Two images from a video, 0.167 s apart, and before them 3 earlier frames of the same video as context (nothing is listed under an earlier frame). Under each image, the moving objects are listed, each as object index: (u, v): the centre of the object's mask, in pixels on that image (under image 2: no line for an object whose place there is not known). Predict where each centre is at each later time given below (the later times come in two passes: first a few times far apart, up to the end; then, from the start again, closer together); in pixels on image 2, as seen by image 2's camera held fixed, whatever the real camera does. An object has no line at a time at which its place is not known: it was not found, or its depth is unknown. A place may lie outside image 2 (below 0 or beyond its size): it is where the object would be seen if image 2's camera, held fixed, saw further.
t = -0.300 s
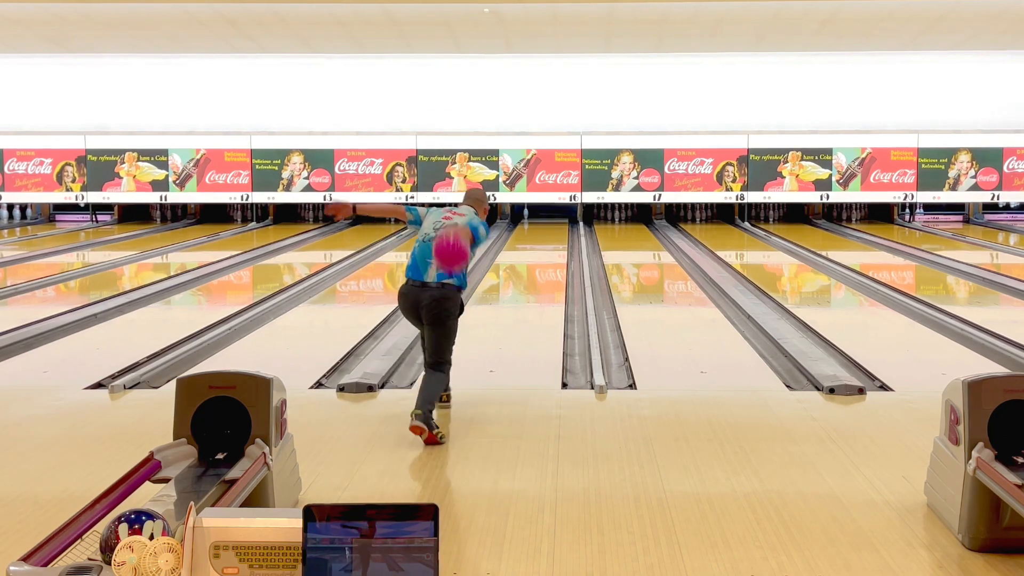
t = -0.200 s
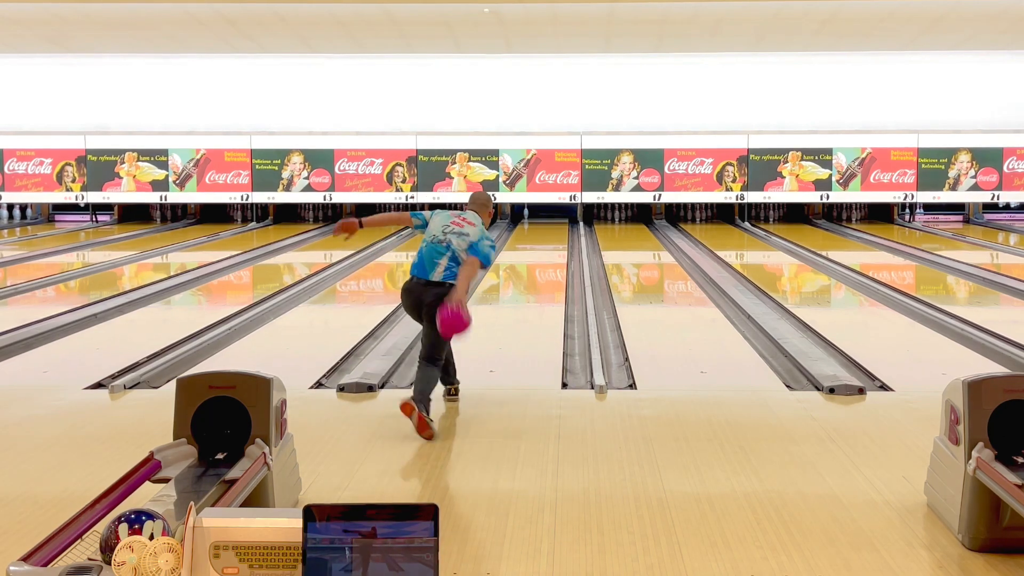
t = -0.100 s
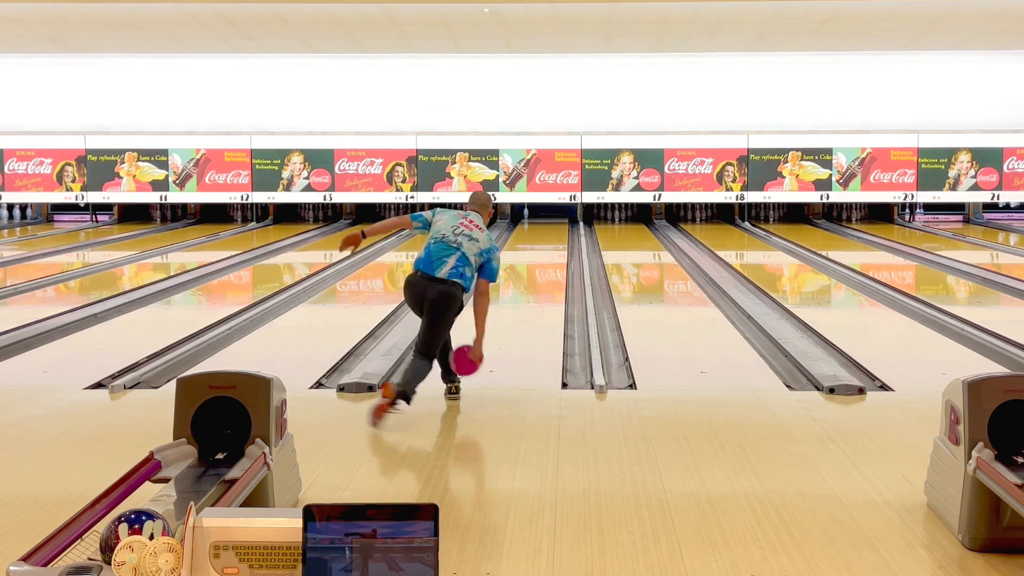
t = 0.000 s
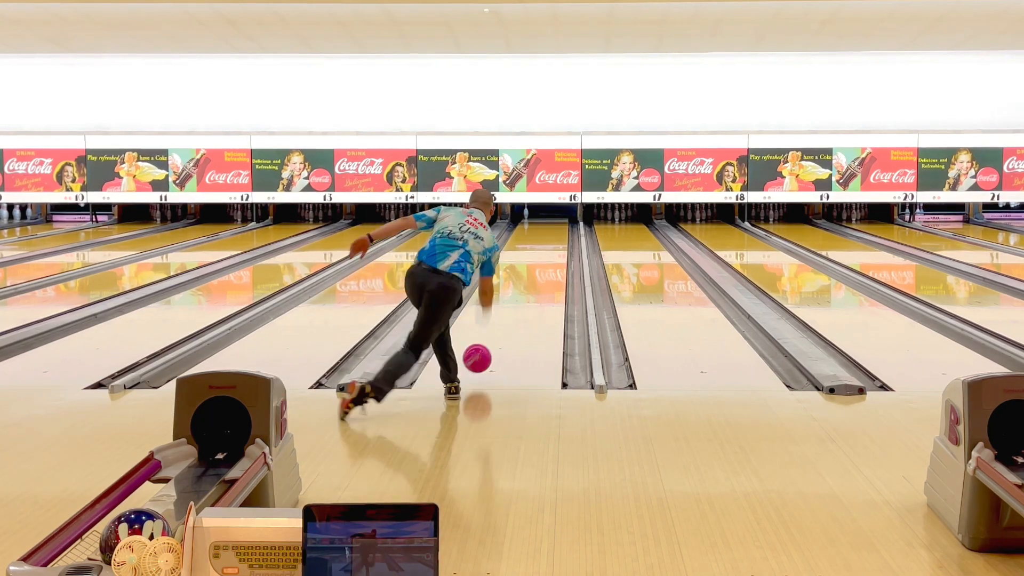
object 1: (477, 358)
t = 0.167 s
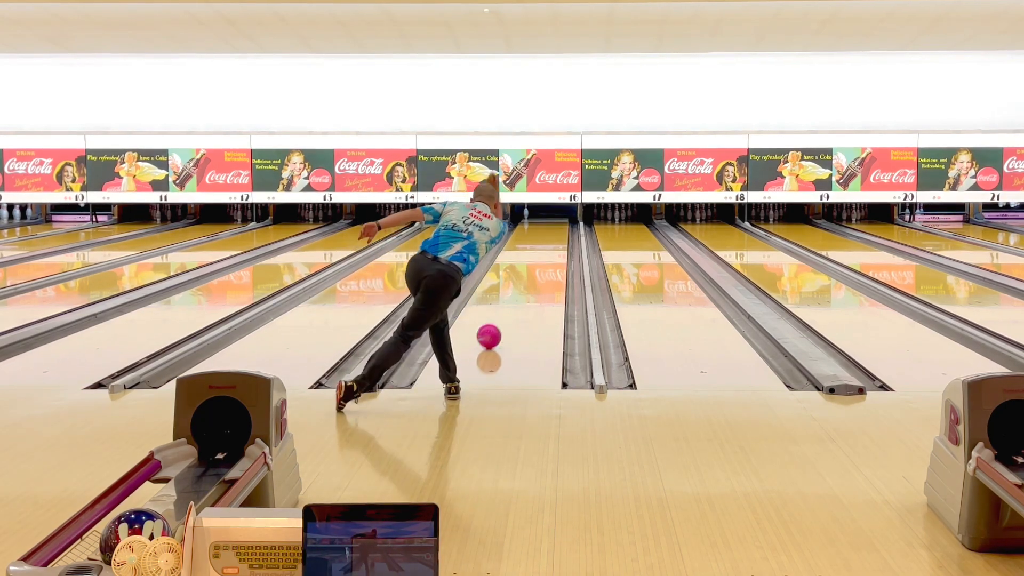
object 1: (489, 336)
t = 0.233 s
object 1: (493, 326)
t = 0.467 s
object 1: (503, 298)
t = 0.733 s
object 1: (511, 275)
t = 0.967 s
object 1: (517, 260)
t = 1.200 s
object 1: (521, 248)
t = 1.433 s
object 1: (524, 238)
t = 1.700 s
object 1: (526, 230)
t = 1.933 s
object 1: (526, 223)
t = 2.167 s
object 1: (526, 218)
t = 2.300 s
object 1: (526, 215)
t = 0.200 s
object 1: (491, 331)
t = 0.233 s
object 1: (493, 326)
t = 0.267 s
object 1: (494, 321)
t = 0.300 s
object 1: (496, 317)
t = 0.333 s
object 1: (498, 313)
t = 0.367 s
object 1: (499, 309)
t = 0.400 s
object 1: (501, 305)
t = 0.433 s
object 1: (502, 302)
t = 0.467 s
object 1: (503, 298)
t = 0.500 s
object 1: (504, 295)
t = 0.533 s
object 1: (506, 292)
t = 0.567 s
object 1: (506, 289)
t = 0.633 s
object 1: (509, 283)
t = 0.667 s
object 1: (510, 280)
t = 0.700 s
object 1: (510, 278)
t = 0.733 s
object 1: (511, 275)
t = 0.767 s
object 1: (512, 273)
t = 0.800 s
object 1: (513, 271)
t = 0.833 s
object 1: (514, 268)
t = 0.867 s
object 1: (515, 266)
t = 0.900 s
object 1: (515, 264)
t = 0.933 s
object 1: (516, 262)
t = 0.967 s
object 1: (517, 260)
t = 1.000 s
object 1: (517, 258)
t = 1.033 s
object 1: (518, 256)
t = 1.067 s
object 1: (518, 255)
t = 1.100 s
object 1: (519, 253)
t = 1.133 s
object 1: (520, 251)
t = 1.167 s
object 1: (520, 250)
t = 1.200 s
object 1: (521, 248)
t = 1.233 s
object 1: (521, 247)
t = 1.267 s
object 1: (522, 245)
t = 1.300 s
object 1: (522, 244)
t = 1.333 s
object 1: (522, 243)
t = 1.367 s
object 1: (523, 241)
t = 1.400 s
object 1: (523, 240)
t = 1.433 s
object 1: (524, 238)
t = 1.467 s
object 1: (524, 237)
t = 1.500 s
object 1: (524, 236)
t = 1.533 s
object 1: (524, 235)
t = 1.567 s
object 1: (525, 234)
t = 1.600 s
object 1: (525, 233)
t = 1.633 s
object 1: (525, 232)
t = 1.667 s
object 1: (525, 231)
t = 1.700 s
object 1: (526, 230)
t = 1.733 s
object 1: (526, 229)
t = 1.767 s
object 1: (526, 228)
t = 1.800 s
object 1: (526, 227)
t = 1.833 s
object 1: (526, 226)
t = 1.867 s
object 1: (526, 225)
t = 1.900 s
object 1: (526, 224)
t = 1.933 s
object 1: (526, 223)
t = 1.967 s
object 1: (526, 222)
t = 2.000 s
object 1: (526, 222)
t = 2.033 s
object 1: (526, 221)
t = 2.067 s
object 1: (526, 220)
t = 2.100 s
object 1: (526, 219)
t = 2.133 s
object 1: (526, 219)
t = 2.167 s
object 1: (526, 218)
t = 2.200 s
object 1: (526, 218)
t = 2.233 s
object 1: (526, 216)
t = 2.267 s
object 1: (526, 216)
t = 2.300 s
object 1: (526, 215)
